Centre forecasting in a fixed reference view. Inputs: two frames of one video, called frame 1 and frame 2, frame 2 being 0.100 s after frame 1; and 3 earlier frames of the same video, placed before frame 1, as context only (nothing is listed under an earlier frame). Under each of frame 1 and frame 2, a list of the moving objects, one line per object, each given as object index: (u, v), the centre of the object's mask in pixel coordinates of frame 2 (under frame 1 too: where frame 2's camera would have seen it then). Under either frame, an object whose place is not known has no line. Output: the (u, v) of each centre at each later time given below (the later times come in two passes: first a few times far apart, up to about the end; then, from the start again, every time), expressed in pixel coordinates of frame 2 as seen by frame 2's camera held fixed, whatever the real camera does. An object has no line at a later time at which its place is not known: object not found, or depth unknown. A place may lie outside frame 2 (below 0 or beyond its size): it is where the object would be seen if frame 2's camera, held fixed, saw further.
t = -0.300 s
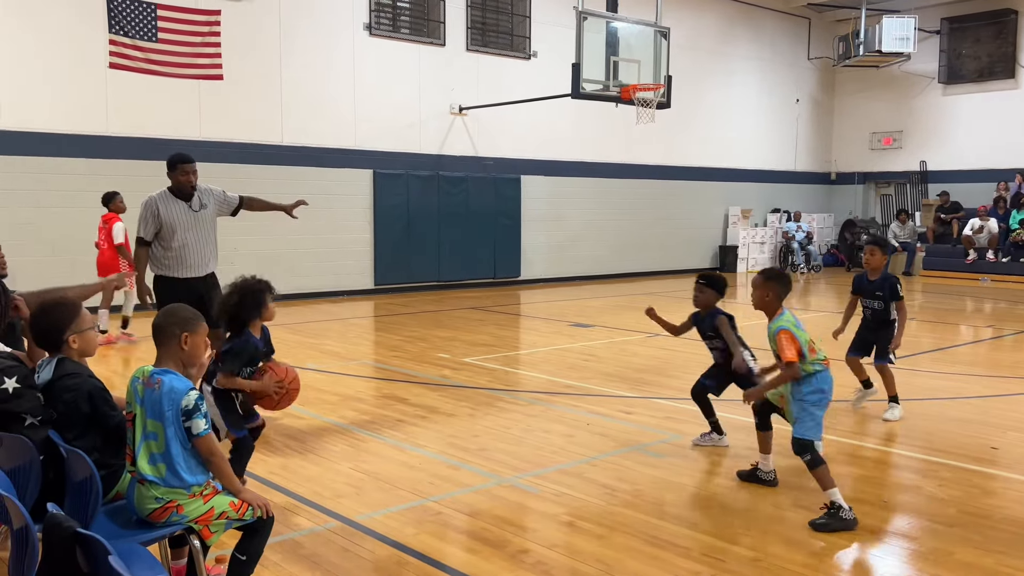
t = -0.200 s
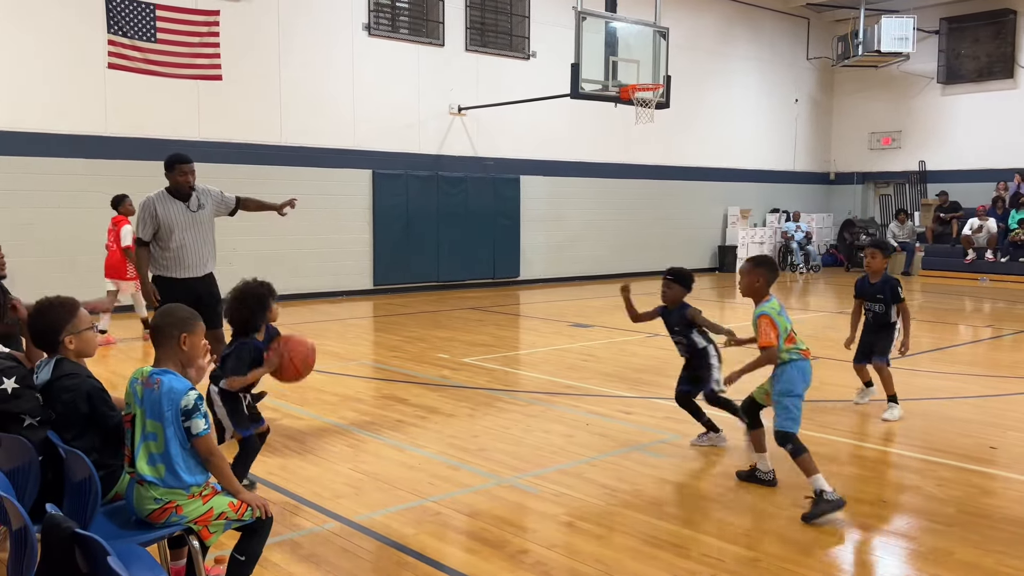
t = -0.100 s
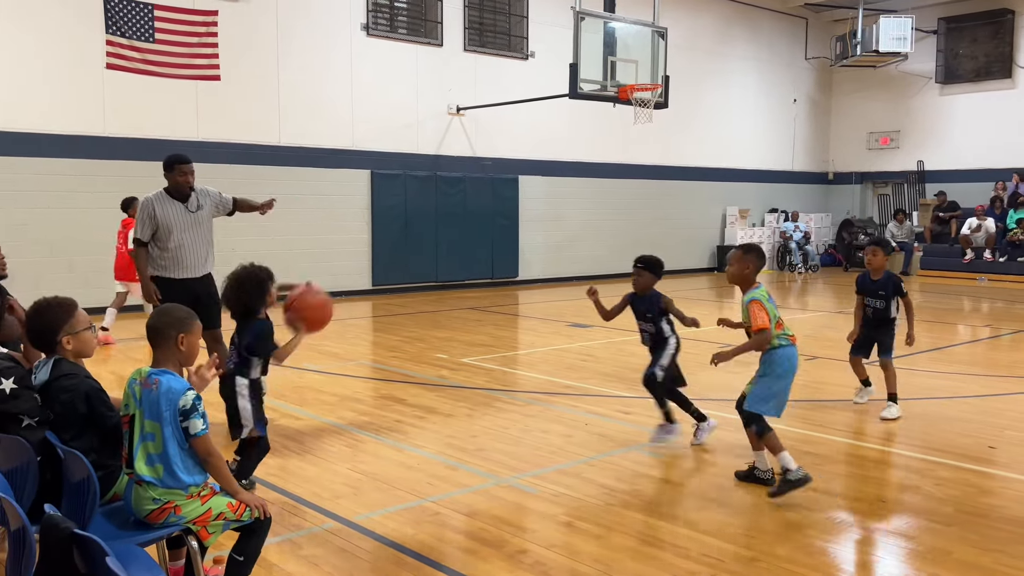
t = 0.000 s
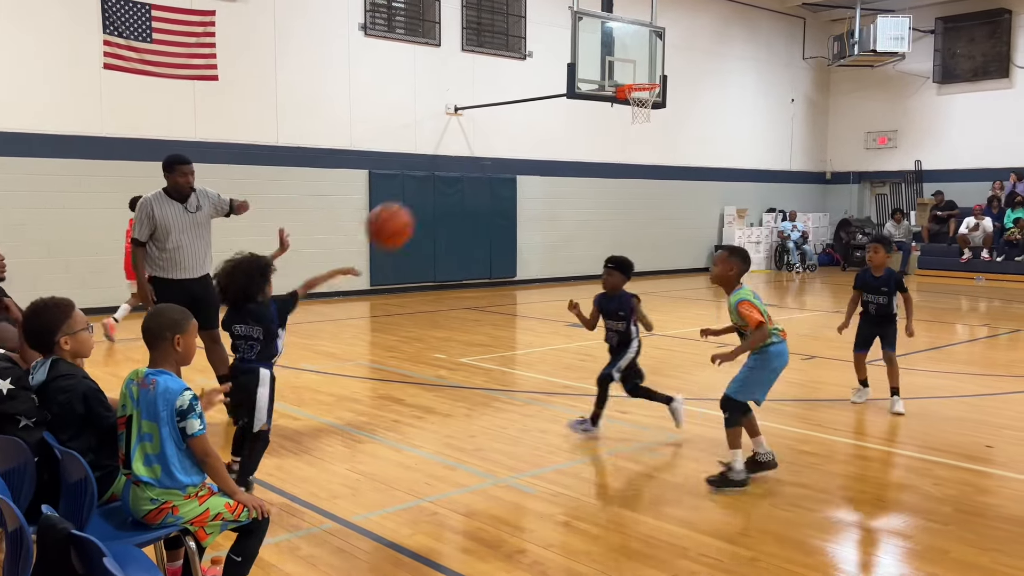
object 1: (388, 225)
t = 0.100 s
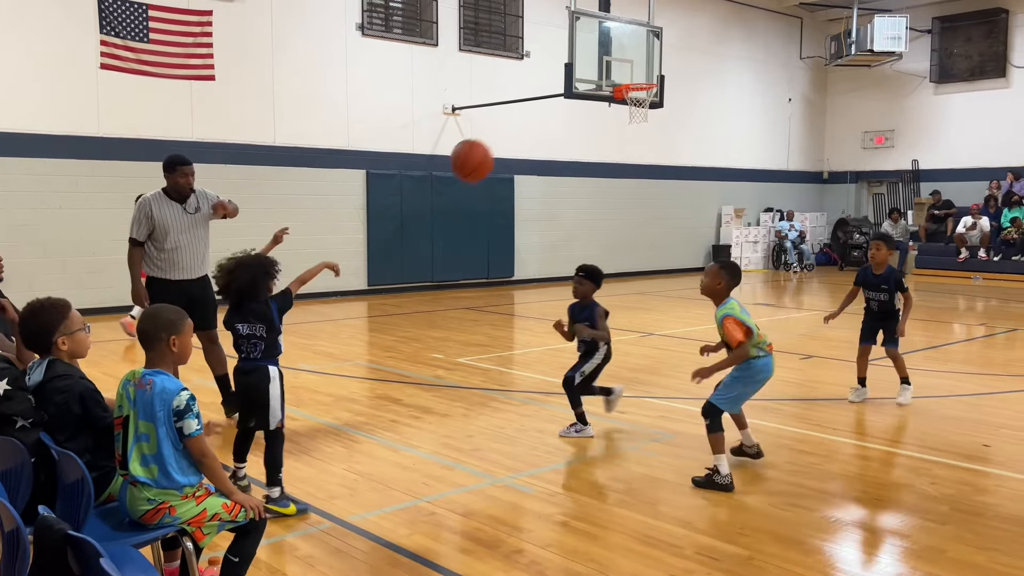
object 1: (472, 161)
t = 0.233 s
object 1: (571, 109)
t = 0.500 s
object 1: (733, 108)
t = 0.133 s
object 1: (498, 145)
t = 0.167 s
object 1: (523, 130)
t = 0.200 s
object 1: (548, 119)
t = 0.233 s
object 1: (571, 109)
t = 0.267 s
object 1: (594, 103)
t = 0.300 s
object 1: (616, 98)
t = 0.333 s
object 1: (638, 95)
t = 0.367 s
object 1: (658, 94)
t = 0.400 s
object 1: (678, 95)
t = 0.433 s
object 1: (696, 98)
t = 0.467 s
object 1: (715, 102)
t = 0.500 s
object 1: (733, 108)
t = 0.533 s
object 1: (750, 116)
